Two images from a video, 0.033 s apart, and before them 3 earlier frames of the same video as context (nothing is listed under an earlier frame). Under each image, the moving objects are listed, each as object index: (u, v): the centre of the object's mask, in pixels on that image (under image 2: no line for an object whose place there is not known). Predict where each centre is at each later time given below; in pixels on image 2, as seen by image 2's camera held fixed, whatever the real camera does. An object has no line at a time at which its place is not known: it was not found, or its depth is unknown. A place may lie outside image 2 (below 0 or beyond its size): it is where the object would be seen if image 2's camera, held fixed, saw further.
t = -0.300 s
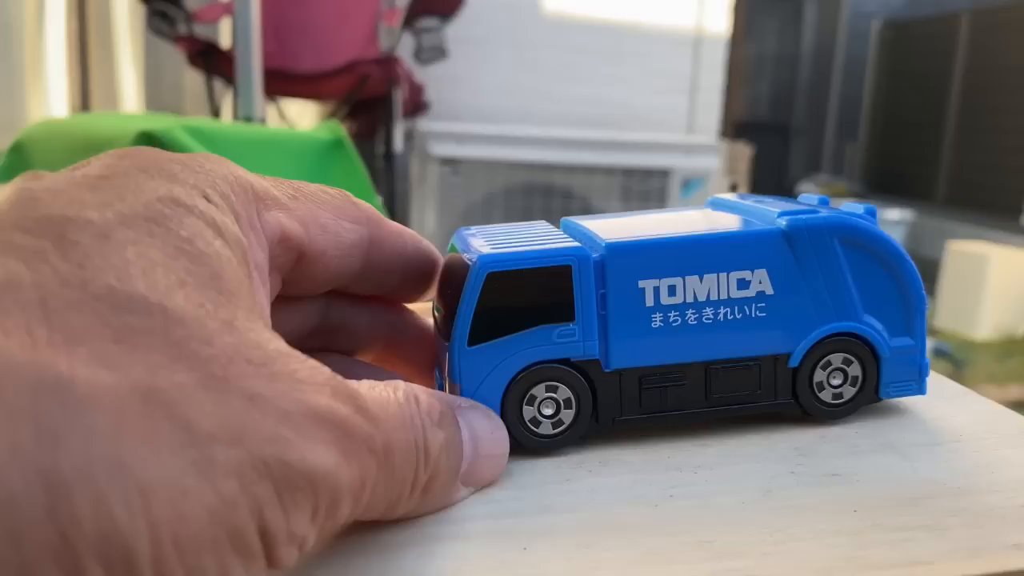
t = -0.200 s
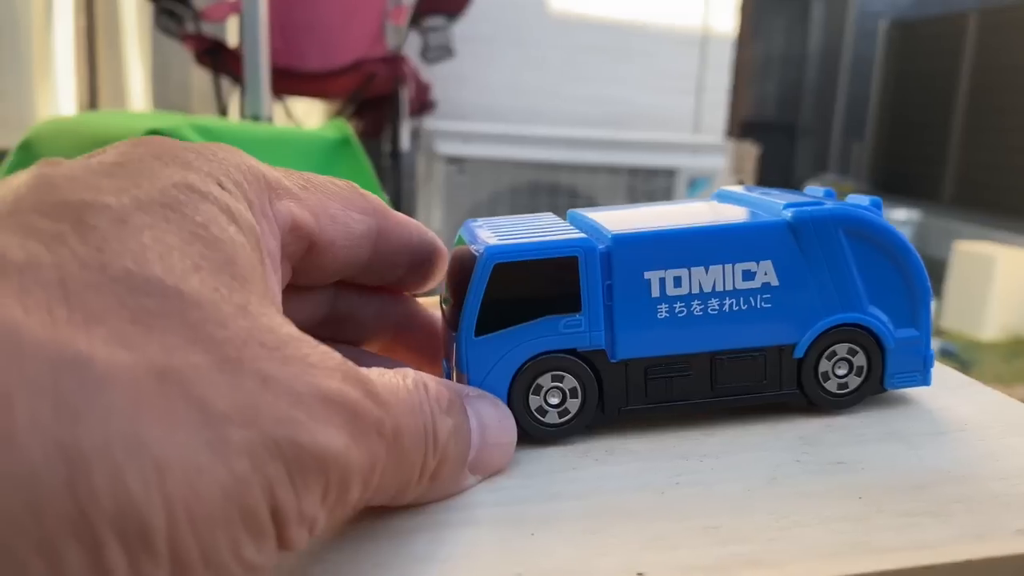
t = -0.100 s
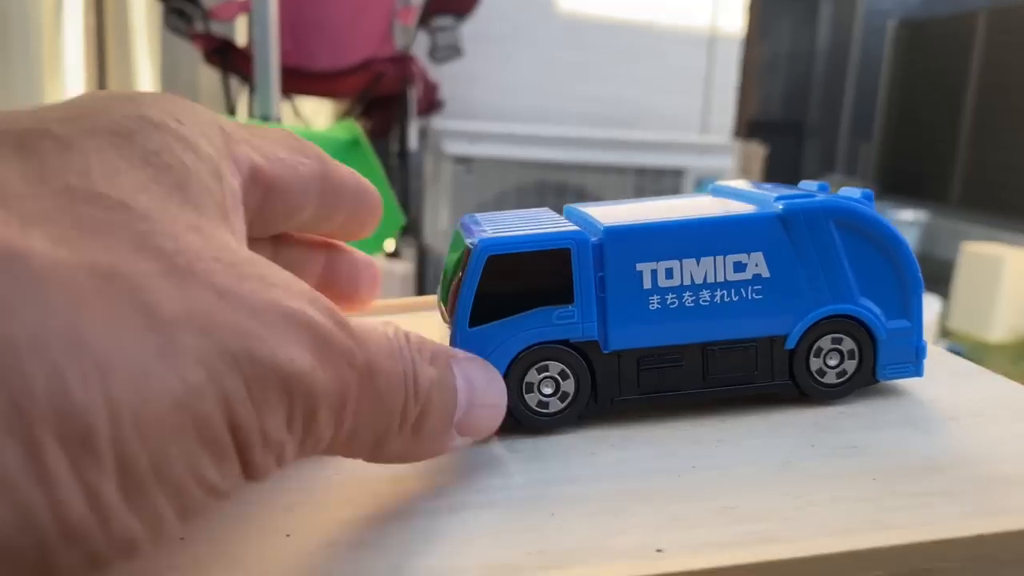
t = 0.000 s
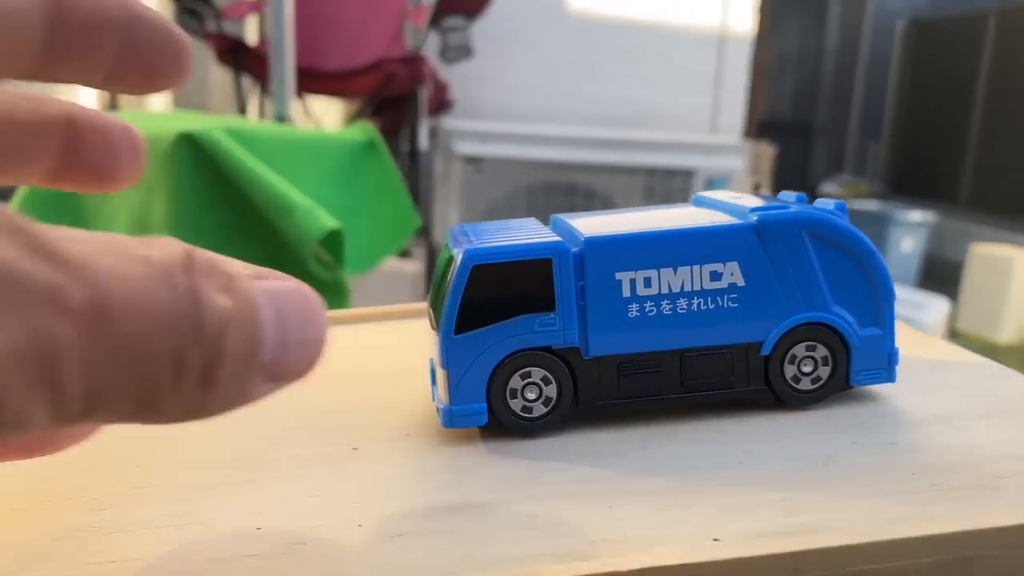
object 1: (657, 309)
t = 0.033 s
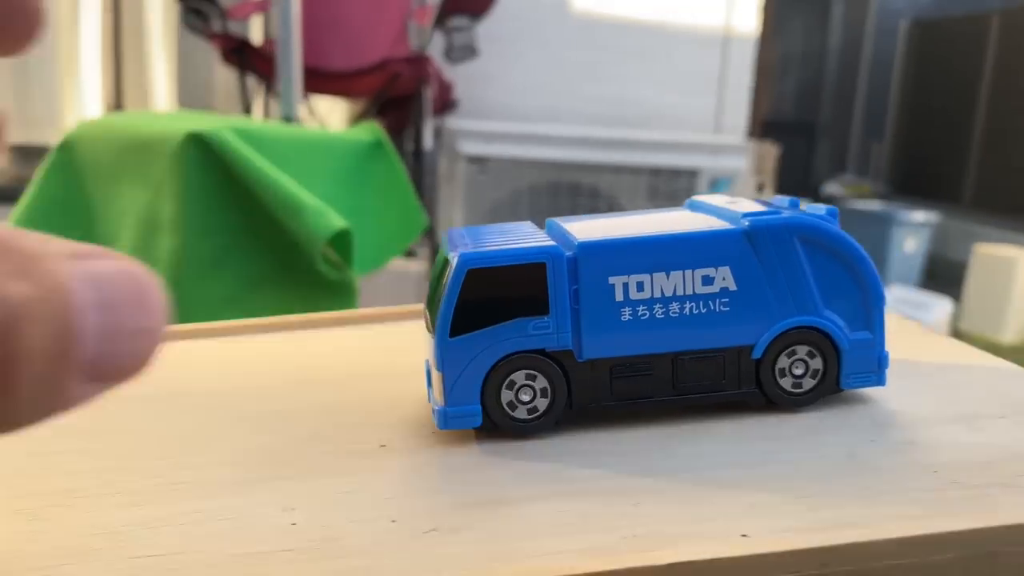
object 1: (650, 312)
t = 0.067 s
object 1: (633, 315)
